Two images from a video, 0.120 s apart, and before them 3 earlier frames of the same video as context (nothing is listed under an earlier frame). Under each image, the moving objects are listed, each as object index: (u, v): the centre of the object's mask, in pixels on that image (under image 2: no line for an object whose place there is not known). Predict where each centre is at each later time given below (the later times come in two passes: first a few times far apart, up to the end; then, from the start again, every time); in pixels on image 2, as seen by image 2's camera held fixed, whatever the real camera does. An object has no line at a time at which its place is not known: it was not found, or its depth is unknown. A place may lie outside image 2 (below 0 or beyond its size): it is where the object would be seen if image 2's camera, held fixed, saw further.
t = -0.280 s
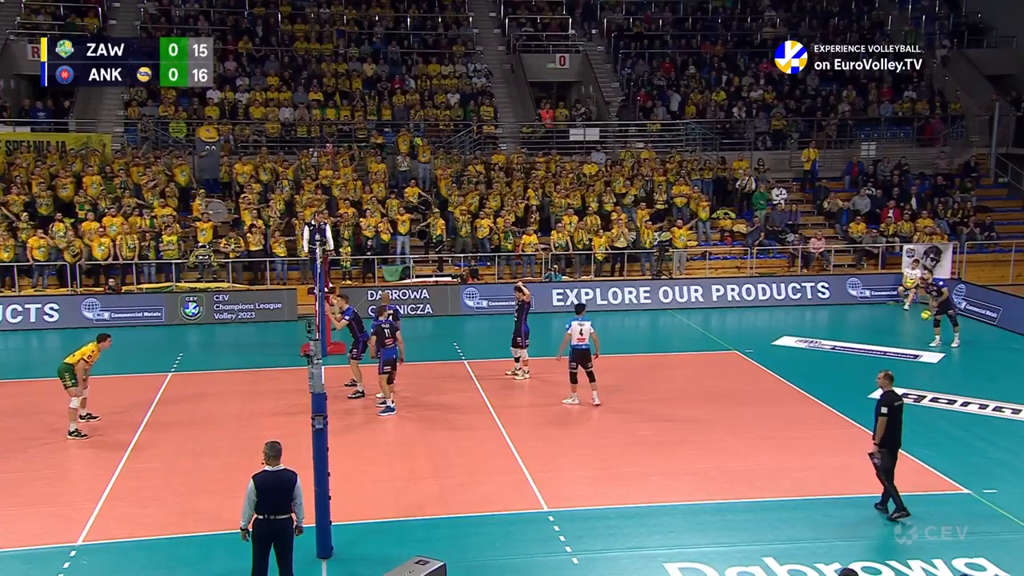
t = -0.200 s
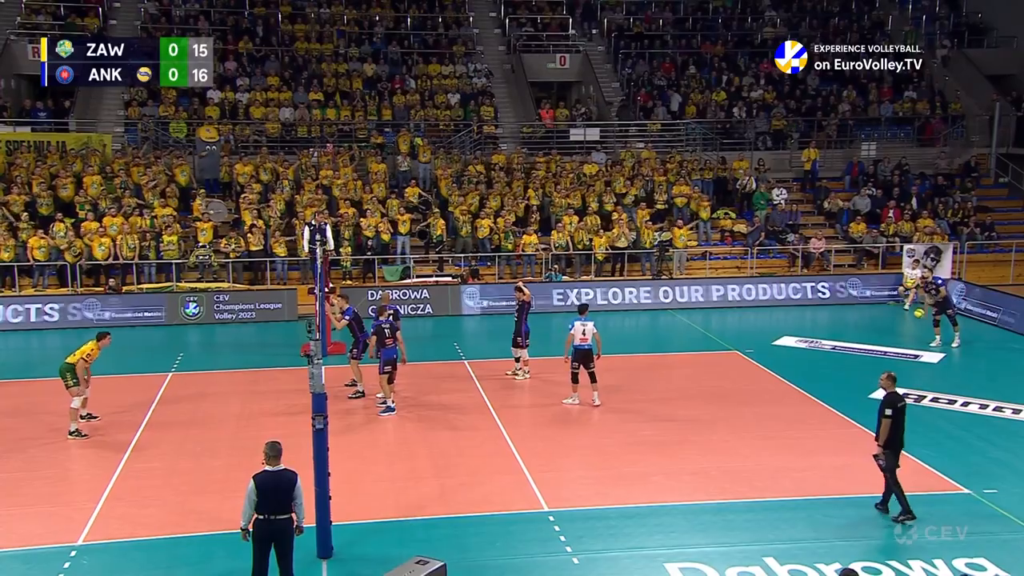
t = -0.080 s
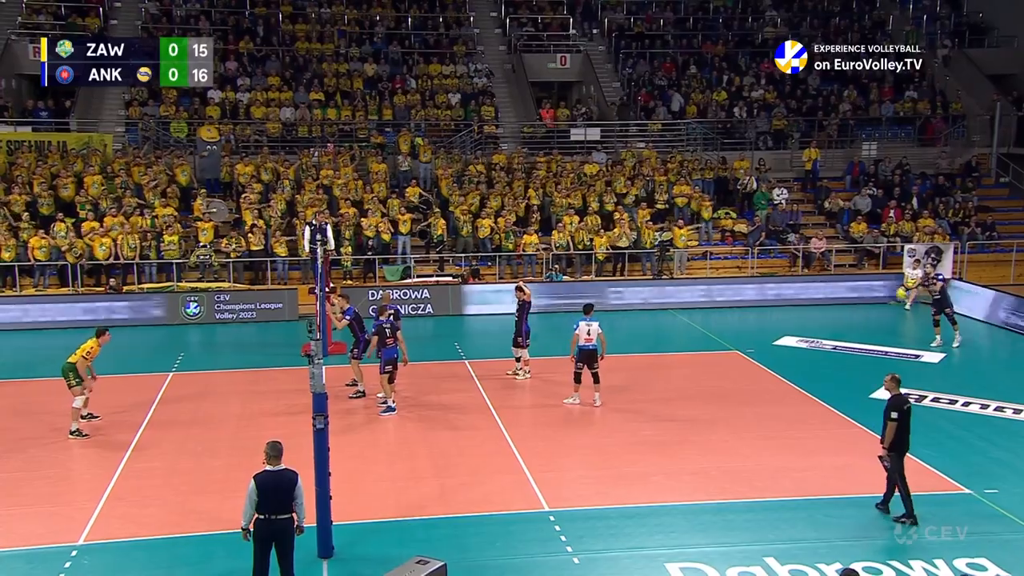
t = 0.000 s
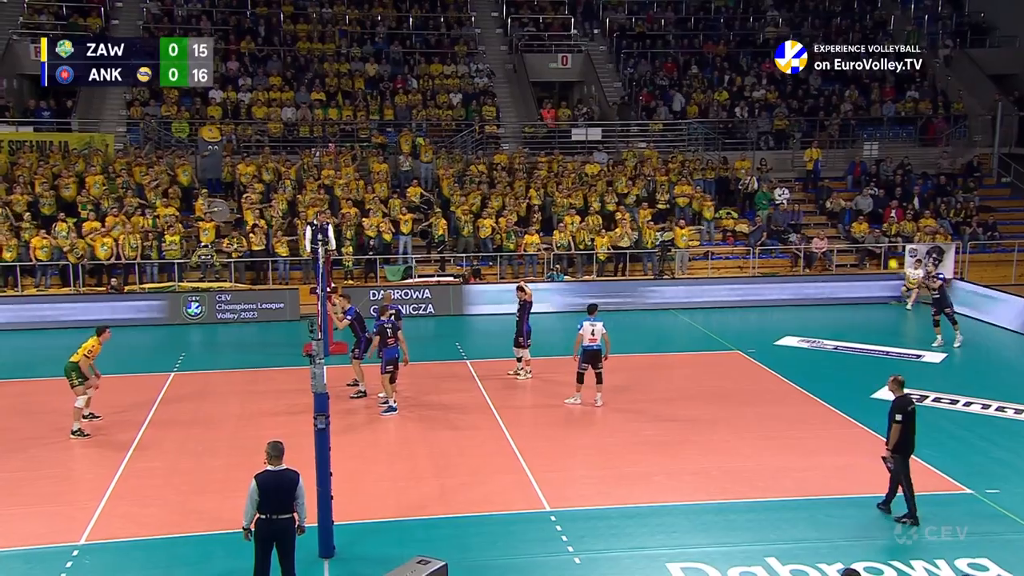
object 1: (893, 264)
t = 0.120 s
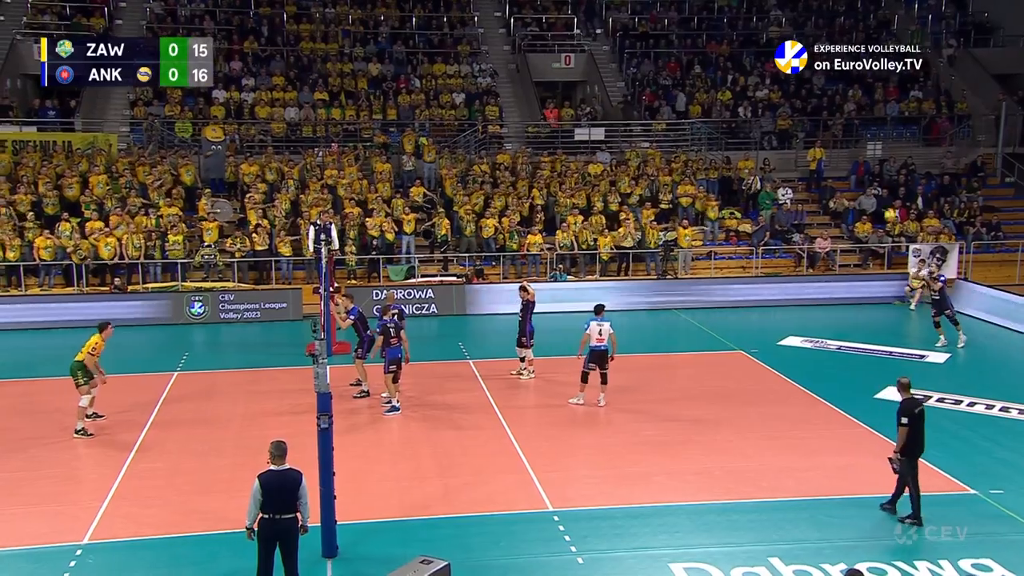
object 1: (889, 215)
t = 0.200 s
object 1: (885, 184)
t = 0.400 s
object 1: (870, 123)
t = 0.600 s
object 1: (853, 81)
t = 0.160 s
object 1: (887, 199)
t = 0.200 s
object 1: (885, 184)
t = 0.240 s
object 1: (881, 171)
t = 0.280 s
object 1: (879, 157)
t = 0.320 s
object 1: (876, 146)
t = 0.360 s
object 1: (873, 134)
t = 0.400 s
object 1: (870, 123)
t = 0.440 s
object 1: (867, 113)
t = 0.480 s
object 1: (863, 104)
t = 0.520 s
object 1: (860, 95)
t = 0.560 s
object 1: (856, 87)
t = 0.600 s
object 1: (853, 81)
